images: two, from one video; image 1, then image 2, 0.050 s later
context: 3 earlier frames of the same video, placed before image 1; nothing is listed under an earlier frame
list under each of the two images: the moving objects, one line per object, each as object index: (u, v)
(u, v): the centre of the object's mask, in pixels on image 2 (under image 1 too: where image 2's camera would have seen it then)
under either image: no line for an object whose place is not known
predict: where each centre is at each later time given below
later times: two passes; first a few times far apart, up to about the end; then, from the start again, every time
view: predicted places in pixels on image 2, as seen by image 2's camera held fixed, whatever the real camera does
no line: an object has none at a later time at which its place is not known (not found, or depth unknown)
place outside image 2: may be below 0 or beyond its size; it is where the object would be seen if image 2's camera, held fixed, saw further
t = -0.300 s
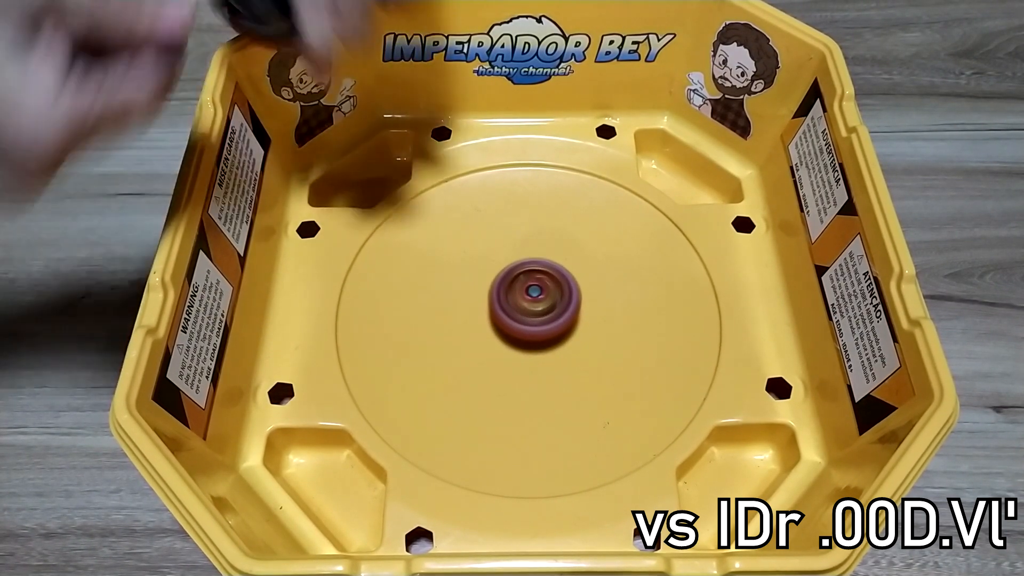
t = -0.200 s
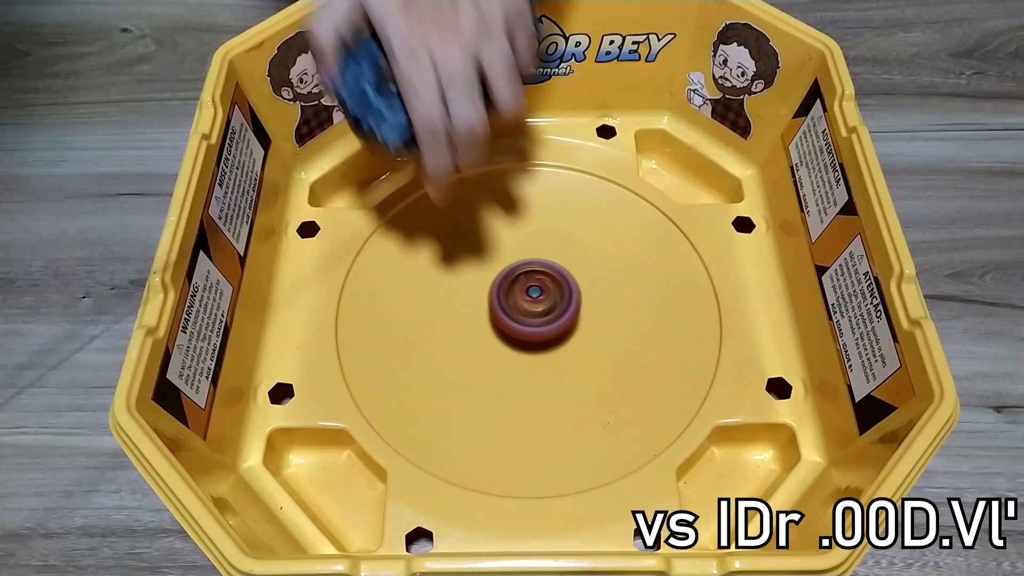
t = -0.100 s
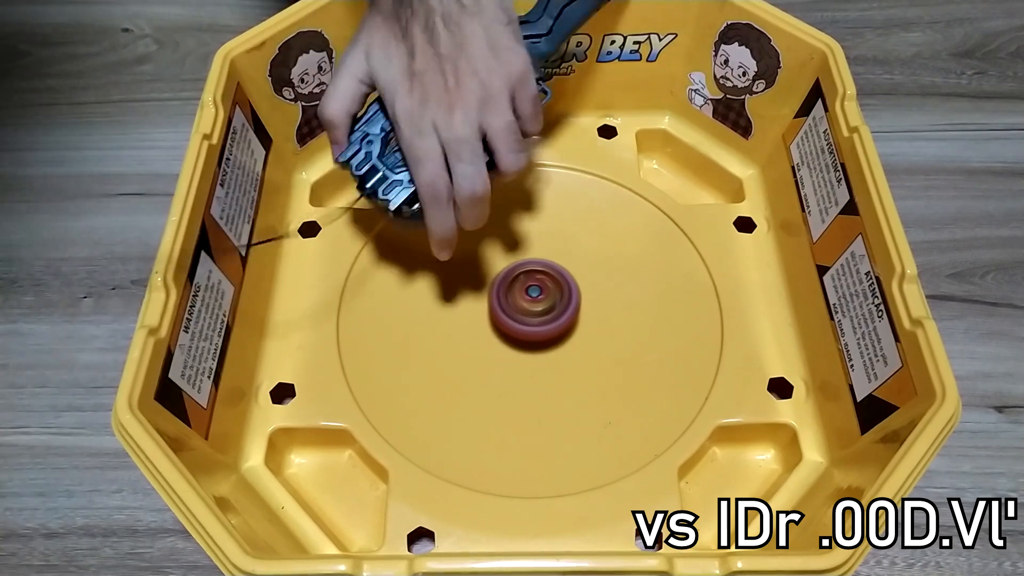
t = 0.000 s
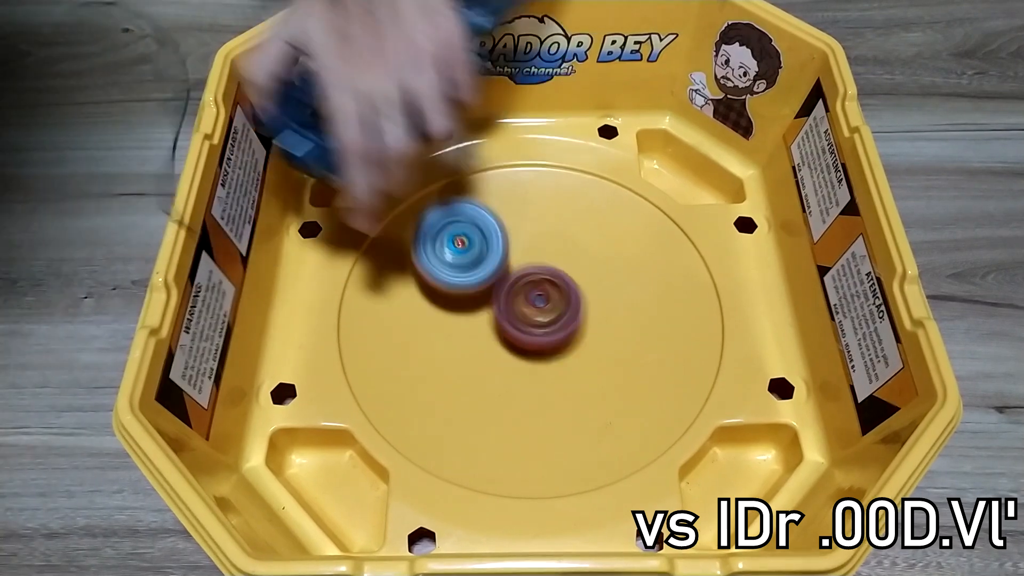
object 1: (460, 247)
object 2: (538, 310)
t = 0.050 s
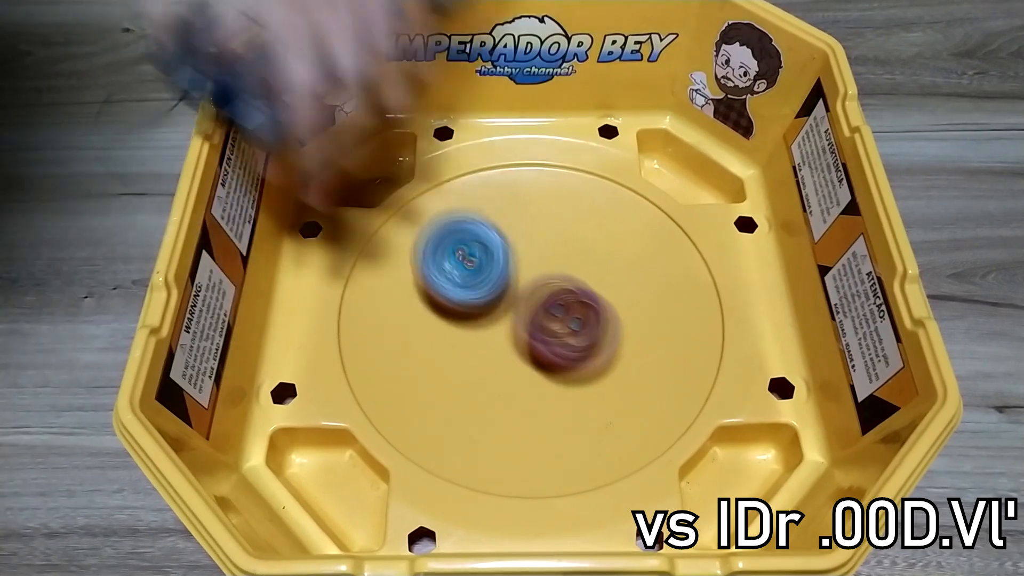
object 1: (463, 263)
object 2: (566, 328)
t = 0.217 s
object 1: (537, 255)
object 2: (628, 400)
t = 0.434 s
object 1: (561, 158)
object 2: (566, 443)
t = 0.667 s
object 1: (515, 214)
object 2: (440, 347)
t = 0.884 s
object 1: (565, 218)
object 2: (434, 245)
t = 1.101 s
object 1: (602, 164)
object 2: (479, 204)
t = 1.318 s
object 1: (603, 175)
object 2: (464, 231)
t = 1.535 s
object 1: (664, 238)
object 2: (389, 297)
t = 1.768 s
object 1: (682, 280)
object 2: (395, 303)
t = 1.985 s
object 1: (687, 236)
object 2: (426, 311)
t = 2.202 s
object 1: (494, 208)
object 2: (464, 337)
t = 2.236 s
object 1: (453, 226)
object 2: (469, 342)
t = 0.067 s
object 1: (469, 268)
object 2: (574, 335)
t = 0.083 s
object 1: (476, 272)
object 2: (581, 339)
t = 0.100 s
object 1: (484, 278)
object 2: (587, 345)
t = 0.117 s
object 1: (494, 280)
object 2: (592, 348)
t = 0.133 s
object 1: (506, 284)
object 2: (595, 354)
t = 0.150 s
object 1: (516, 283)
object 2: (596, 356)
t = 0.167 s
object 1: (528, 284)
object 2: (602, 365)
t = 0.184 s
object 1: (530, 274)
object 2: (612, 378)
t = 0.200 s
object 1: (533, 267)
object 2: (620, 389)
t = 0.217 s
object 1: (537, 255)
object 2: (628, 400)
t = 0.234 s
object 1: (541, 246)
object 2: (633, 409)
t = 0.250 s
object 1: (546, 233)
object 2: (637, 418)
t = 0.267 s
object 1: (552, 222)
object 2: (639, 425)
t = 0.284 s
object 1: (558, 206)
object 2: (639, 428)
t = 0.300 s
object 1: (562, 196)
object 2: (637, 437)
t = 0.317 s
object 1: (566, 180)
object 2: (635, 439)
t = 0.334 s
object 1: (569, 169)
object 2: (628, 445)
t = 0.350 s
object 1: (569, 156)
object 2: (621, 446)
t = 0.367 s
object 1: (571, 145)
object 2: (612, 449)
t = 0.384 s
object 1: (569, 145)
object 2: (603, 448)
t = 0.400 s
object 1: (566, 144)
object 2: (590, 447)
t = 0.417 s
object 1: (563, 153)
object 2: (579, 444)
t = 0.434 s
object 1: (561, 158)
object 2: (566, 443)
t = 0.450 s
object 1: (556, 161)
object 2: (554, 439)
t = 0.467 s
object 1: (553, 162)
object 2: (542, 435)
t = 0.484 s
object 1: (549, 171)
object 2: (530, 430)
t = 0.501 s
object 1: (544, 175)
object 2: (518, 424)
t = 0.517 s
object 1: (540, 181)
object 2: (508, 418)
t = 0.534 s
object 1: (535, 184)
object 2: (497, 413)
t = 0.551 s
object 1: (532, 189)
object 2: (487, 405)
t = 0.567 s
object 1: (527, 194)
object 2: (478, 398)
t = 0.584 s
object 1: (524, 199)
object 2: (470, 390)
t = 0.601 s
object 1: (520, 202)
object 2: (462, 382)
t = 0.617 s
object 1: (518, 206)
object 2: (456, 374)
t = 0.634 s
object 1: (517, 209)
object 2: (449, 365)
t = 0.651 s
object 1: (516, 212)
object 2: (445, 356)
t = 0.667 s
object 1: (515, 214)
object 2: (440, 347)
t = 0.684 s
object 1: (515, 216)
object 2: (437, 338)
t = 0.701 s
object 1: (515, 218)
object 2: (435, 328)
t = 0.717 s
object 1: (515, 221)
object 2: (434, 319)
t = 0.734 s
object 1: (516, 223)
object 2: (433, 310)
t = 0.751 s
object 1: (517, 224)
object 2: (432, 297)
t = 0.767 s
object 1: (519, 226)
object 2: (433, 292)
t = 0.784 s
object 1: (521, 227)
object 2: (436, 278)
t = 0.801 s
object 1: (523, 229)
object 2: (437, 275)
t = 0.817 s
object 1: (530, 227)
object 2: (435, 266)
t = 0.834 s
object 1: (538, 227)
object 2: (434, 263)
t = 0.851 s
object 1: (547, 224)
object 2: (433, 255)
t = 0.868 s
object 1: (556, 222)
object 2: (433, 253)
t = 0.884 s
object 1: (565, 218)
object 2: (434, 245)
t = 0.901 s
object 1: (572, 216)
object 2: (435, 243)
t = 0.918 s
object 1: (580, 212)
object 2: (438, 237)
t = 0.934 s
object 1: (586, 208)
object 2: (440, 233)
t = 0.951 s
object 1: (592, 204)
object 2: (443, 228)
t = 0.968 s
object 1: (596, 200)
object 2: (445, 226)
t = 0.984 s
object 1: (599, 196)
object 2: (450, 221)
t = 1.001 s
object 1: (602, 192)
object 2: (453, 219)
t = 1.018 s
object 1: (603, 188)
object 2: (457, 215)
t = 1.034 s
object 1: (605, 184)
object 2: (461, 212)
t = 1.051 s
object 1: (605, 180)
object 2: (466, 209)
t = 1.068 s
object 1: (605, 174)
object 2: (470, 207)
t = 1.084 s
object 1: (603, 169)
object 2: (475, 205)
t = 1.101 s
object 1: (602, 164)
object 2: (479, 204)
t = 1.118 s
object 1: (596, 162)
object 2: (485, 202)
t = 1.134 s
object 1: (592, 160)
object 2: (489, 201)
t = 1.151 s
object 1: (586, 162)
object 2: (492, 202)
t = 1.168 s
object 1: (582, 162)
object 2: (495, 201)
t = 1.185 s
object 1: (583, 161)
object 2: (492, 203)
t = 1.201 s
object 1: (585, 159)
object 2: (491, 205)
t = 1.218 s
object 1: (584, 165)
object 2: (490, 207)
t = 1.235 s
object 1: (583, 167)
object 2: (490, 209)
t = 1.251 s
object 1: (580, 172)
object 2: (491, 213)
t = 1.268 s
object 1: (579, 174)
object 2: (491, 216)
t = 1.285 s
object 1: (584, 176)
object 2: (485, 219)
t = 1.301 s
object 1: (591, 177)
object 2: (477, 224)
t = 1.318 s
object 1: (603, 175)
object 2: (464, 231)
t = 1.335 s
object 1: (615, 175)
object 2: (454, 237)
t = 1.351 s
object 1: (625, 175)
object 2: (443, 244)
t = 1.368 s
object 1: (632, 177)
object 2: (434, 250)
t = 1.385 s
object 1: (637, 184)
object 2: (425, 256)
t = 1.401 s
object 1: (643, 192)
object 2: (418, 263)
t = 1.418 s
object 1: (646, 198)
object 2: (411, 268)
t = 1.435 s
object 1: (650, 204)
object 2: (406, 274)
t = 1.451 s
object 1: (652, 210)
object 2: (401, 278)
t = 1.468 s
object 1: (656, 217)
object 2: (397, 283)
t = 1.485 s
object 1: (658, 222)
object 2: (395, 287)
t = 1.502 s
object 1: (660, 228)
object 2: (392, 291)
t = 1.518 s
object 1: (662, 233)
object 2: (390, 294)
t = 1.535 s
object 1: (664, 238)
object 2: (389, 297)
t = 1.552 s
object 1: (666, 243)
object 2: (388, 299)
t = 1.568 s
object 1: (668, 247)
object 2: (387, 301)
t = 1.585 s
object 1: (669, 252)
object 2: (387, 302)
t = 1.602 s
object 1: (671, 256)
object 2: (387, 303)
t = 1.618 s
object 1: (672, 260)
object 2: (387, 304)
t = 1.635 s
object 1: (674, 264)
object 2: (388, 304)
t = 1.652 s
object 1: (675, 267)
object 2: (388, 304)
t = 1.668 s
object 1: (676, 270)
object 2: (389, 304)
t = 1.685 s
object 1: (677, 273)
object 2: (390, 304)
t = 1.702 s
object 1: (678, 275)
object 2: (390, 304)
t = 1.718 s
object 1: (679, 277)
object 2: (391, 304)
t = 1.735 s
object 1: (680, 278)
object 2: (392, 303)
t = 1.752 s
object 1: (681, 280)
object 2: (393, 303)
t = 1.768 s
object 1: (682, 280)
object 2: (395, 303)
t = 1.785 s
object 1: (684, 280)
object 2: (396, 303)
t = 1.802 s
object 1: (685, 281)
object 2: (398, 303)
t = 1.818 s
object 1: (687, 280)
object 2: (399, 303)
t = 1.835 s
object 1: (688, 280)
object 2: (402, 304)
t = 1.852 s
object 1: (690, 278)
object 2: (404, 304)
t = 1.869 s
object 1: (692, 276)
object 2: (406, 305)
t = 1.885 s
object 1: (694, 273)
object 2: (408, 305)
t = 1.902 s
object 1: (696, 268)
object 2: (411, 306)
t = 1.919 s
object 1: (696, 264)
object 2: (414, 307)
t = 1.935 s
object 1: (697, 258)
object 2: (416, 308)
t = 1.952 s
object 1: (694, 252)
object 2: (420, 308)
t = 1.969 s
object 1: (694, 245)
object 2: (422, 310)
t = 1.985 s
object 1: (687, 236)
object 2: (426, 311)
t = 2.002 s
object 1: (684, 230)
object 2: (428, 312)
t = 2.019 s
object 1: (675, 220)
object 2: (432, 314)
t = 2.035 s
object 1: (667, 214)
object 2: (434, 316)
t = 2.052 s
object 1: (644, 203)
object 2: (437, 317)
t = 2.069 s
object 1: (641, 201)
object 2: (440, 319)
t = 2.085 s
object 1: (612, 194)
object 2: (443, 321)
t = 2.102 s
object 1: (609, 193)
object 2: (446, 323)
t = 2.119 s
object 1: (575, 192)
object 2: (449, 325)
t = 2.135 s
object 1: (572, 192)
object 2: (452, 327)
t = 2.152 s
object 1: (534, 196)
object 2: (455, 330)
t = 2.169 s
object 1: (533, 196)
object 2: (458, 332)
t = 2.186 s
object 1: (497, 207)
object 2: (461, 335)
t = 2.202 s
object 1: (494, 208)
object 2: (464, 337)
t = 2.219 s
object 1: (455, 225)
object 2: (466, 340)
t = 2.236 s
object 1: (453, 226)
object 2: (469, 342)
